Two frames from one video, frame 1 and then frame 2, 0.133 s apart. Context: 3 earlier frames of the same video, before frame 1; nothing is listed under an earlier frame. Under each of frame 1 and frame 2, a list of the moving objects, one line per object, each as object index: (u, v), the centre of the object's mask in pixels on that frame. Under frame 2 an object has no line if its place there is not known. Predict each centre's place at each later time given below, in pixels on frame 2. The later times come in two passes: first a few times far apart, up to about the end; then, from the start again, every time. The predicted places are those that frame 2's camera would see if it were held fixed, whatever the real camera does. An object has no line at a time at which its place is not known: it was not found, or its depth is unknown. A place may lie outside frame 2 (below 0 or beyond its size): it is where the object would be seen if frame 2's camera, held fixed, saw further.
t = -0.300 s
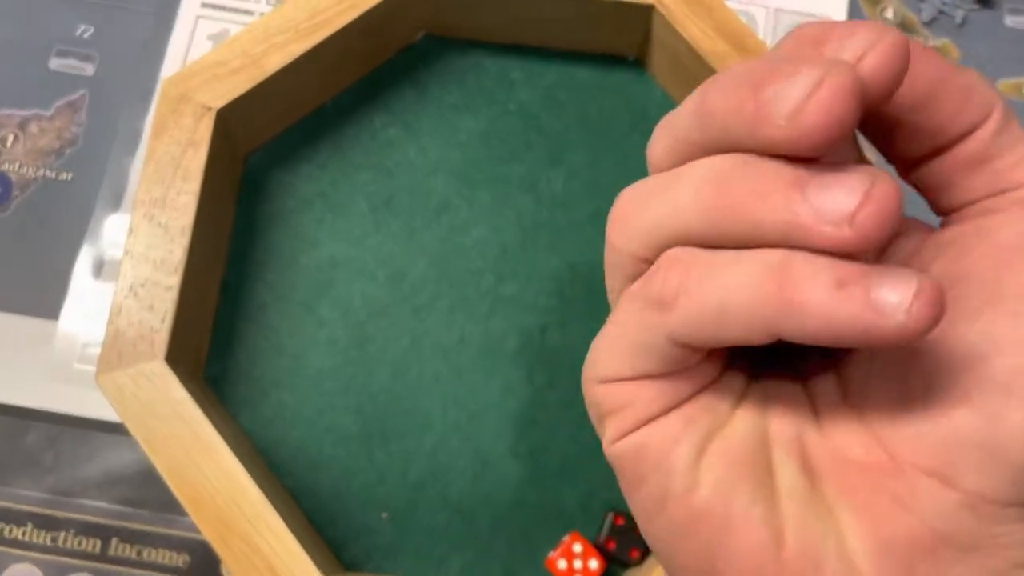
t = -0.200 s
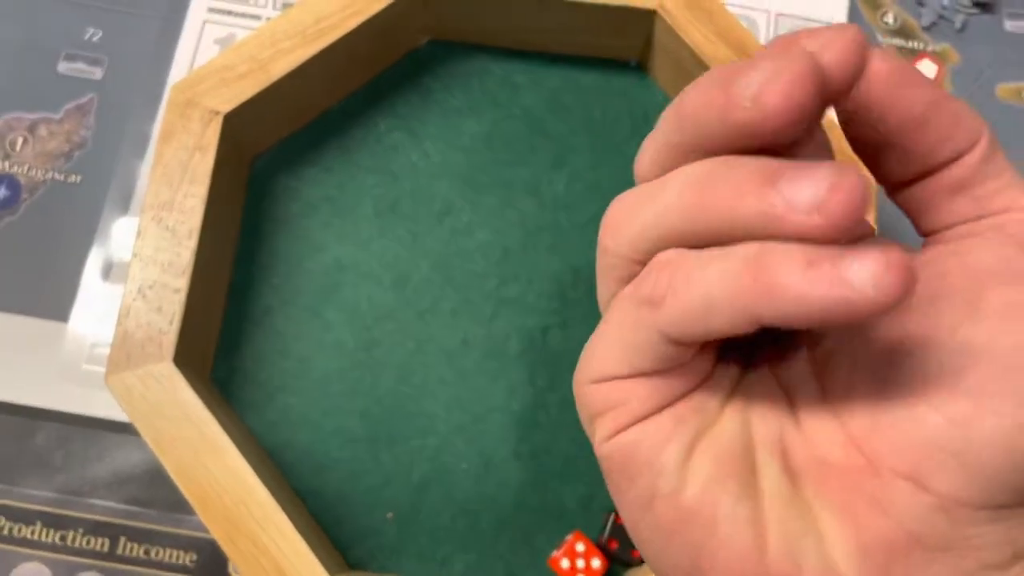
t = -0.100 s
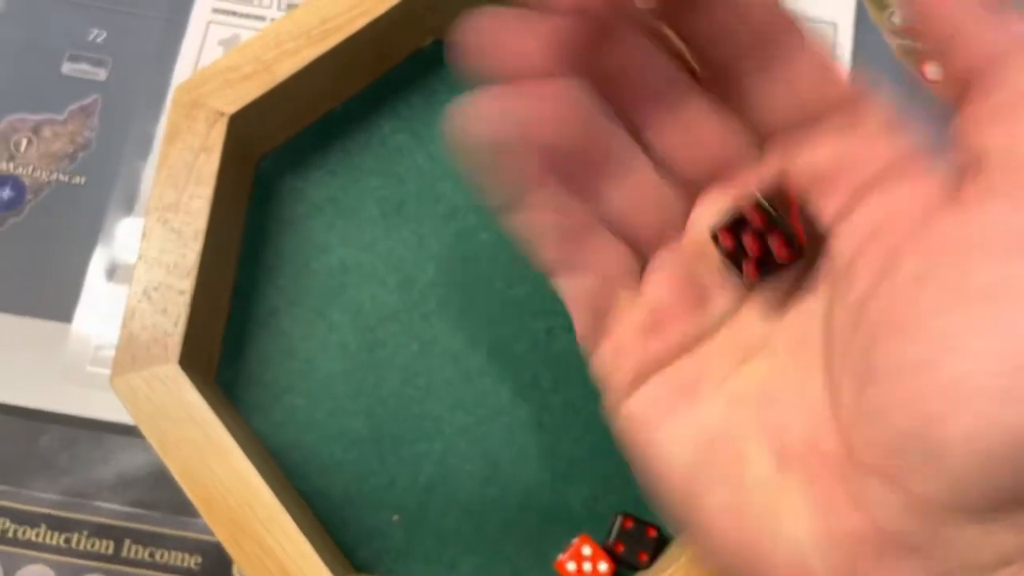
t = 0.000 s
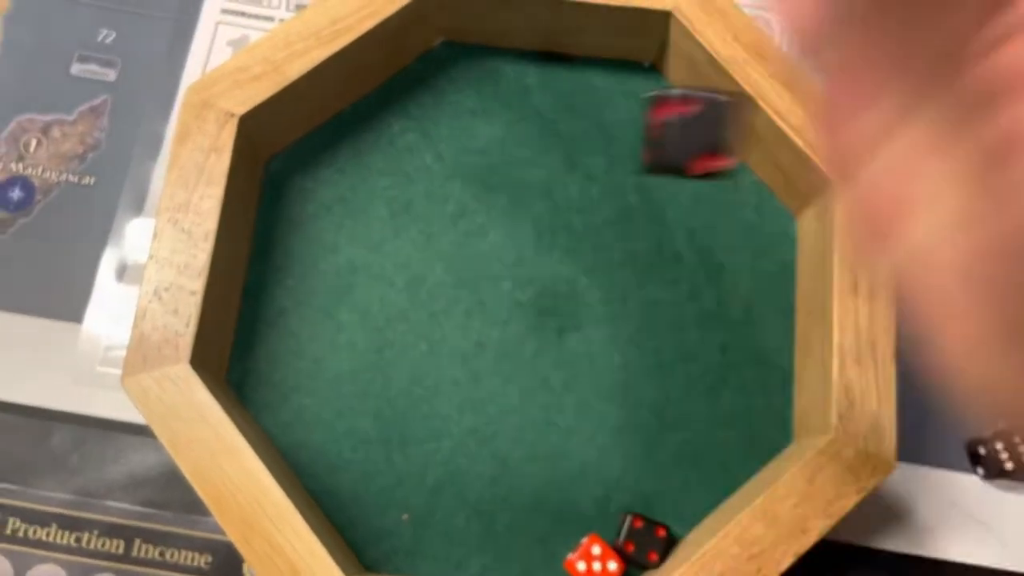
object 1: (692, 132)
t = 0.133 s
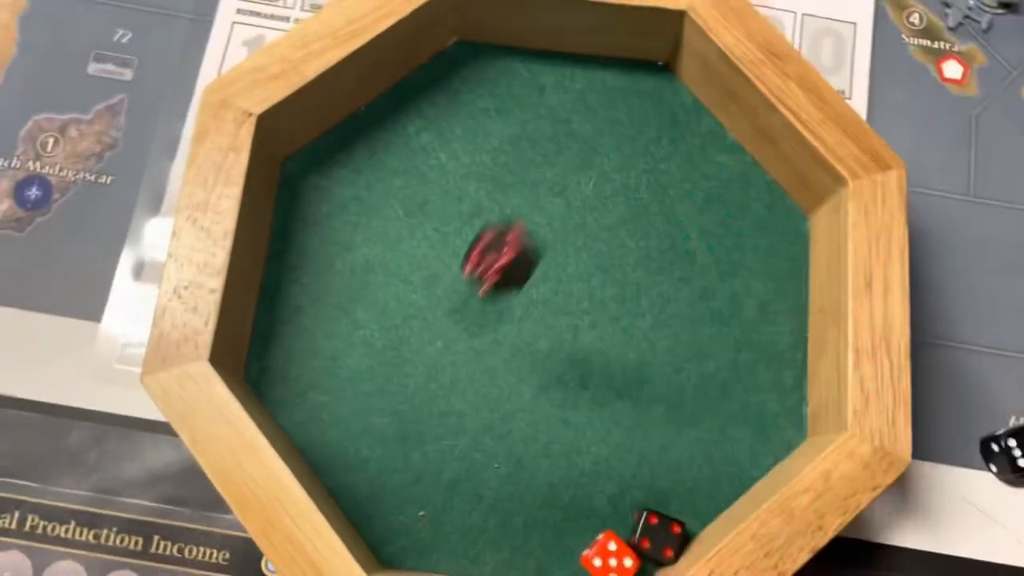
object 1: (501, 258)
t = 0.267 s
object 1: (475, 355)
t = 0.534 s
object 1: (496, 543)
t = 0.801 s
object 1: (506, 534)
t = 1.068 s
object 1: (506, 534)
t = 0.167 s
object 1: (471, 297)
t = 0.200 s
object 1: (468, 318)
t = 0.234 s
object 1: (470, 331)
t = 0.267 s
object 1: (475, 355)
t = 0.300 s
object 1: (482, 379)
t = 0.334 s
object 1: (493, 412)
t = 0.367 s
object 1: (503, 448)
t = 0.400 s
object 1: (500, 476)
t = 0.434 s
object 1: (493, 494)
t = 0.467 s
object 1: (494, 515)
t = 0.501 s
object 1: (494, 531)
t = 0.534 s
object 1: (496, 543)
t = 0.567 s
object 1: (494, 543)
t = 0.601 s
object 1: (500, 539)
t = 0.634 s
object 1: (506, 536)
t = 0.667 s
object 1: (506, 534)
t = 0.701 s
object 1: (507, 535)
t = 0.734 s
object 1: (507, 535)
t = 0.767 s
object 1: (507, 535)
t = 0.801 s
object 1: (506, 534)
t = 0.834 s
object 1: (506, 534)
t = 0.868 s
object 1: (506, 535)
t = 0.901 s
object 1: (506, 535)
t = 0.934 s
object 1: (506, 534)
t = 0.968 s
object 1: (506, 534)
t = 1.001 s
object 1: (505, 534)
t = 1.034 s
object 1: (505, 534)
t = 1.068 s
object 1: (506, 534)
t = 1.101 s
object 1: (506, 535)
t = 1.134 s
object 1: (506, 535)
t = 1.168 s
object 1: (506, 534)
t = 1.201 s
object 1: (507, 536)
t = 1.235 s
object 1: (506, 535)
